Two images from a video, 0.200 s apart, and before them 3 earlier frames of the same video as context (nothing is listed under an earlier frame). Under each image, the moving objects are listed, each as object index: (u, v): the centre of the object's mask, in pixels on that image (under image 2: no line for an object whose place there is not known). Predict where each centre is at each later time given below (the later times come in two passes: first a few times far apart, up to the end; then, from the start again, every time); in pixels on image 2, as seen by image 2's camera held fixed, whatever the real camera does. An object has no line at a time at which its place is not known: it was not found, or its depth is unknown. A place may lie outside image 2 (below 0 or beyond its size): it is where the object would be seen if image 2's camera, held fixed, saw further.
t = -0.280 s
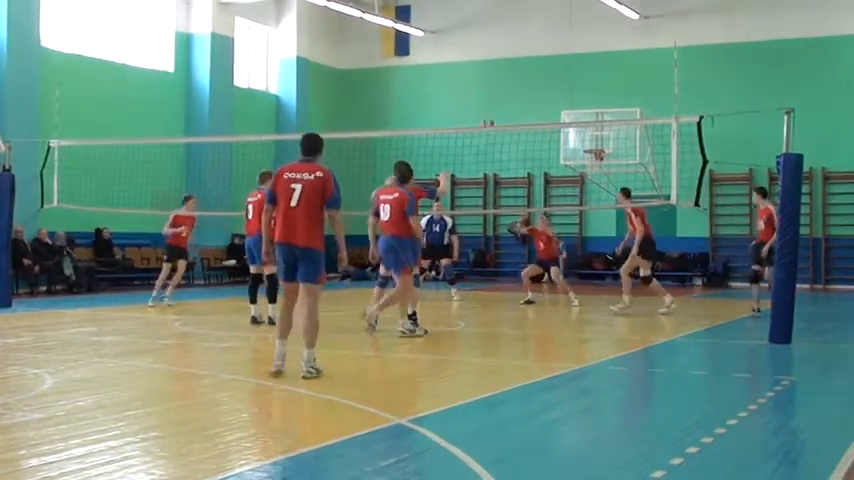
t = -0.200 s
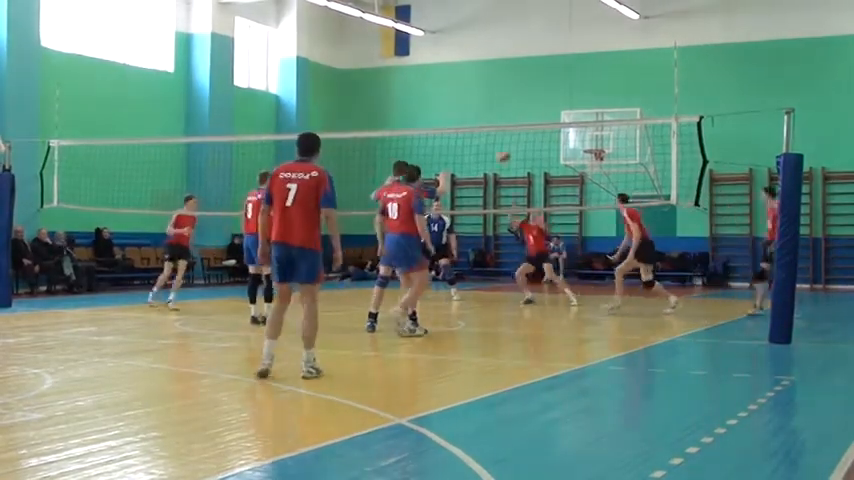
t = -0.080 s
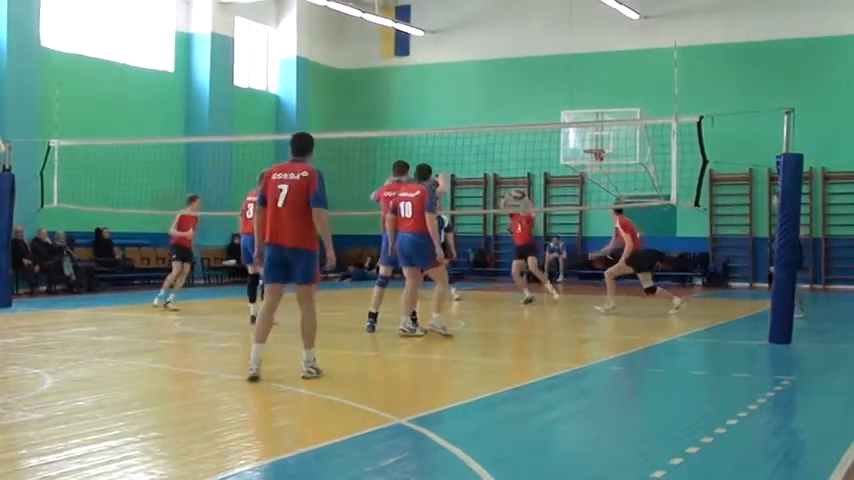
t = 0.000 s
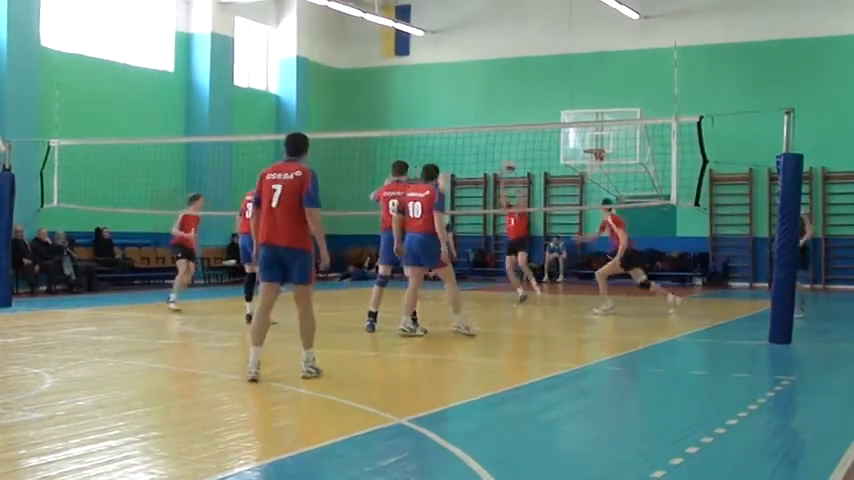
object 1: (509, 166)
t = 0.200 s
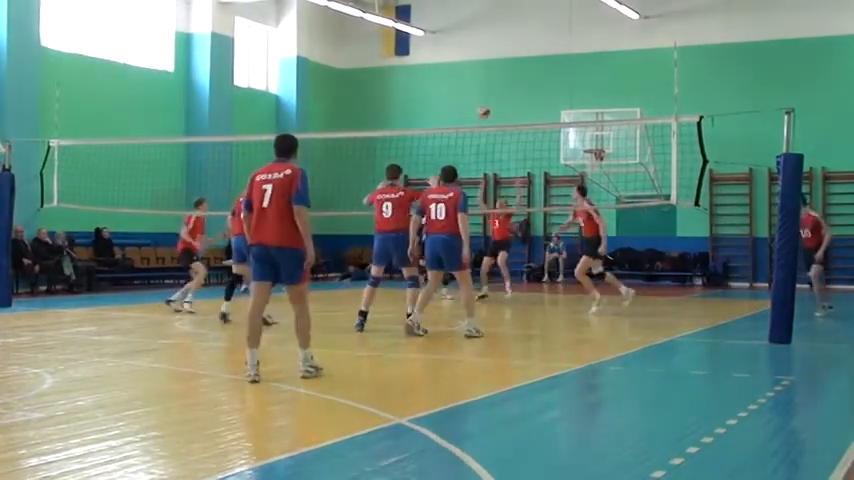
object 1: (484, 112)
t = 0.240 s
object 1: (478, 103)
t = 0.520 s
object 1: (442, 73)
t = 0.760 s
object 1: (408, 85)
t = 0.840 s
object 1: (396, 98)
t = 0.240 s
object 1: (478, 103)
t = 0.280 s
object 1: (473, 96)
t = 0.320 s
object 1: (468, 90)
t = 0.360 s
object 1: (463, 84)
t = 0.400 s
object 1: (458, 81)
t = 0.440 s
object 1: (453, 77)
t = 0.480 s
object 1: (448, 74)
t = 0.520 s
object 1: (442, 73)
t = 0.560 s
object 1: (436, 71)
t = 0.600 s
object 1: (430, 71)
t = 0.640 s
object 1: (425, 73)
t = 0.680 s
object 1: (419, 76)
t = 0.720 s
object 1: (413, 78)
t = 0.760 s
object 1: (408, 85)
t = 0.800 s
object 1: (401, 91)
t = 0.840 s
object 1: (396, 98)
